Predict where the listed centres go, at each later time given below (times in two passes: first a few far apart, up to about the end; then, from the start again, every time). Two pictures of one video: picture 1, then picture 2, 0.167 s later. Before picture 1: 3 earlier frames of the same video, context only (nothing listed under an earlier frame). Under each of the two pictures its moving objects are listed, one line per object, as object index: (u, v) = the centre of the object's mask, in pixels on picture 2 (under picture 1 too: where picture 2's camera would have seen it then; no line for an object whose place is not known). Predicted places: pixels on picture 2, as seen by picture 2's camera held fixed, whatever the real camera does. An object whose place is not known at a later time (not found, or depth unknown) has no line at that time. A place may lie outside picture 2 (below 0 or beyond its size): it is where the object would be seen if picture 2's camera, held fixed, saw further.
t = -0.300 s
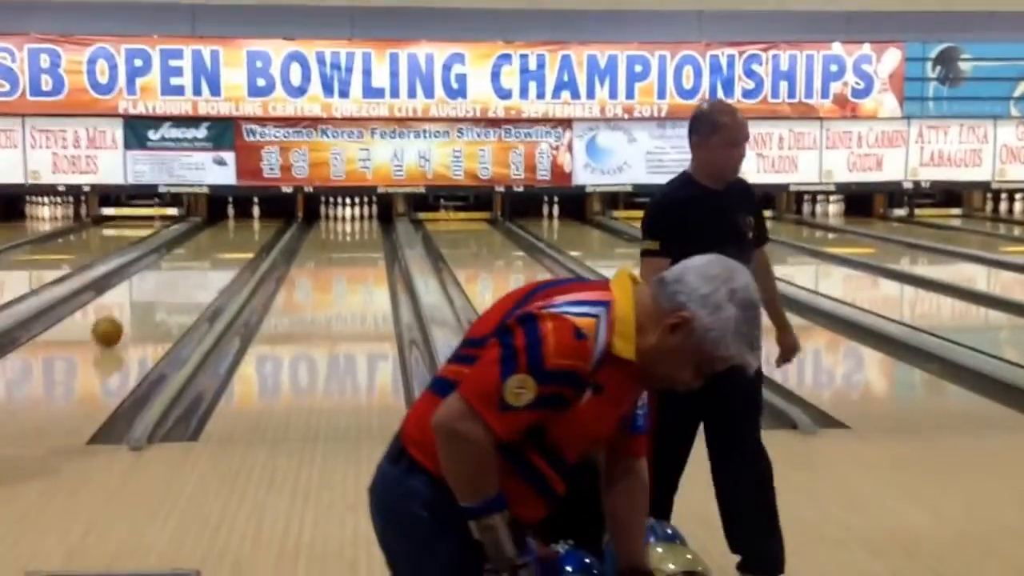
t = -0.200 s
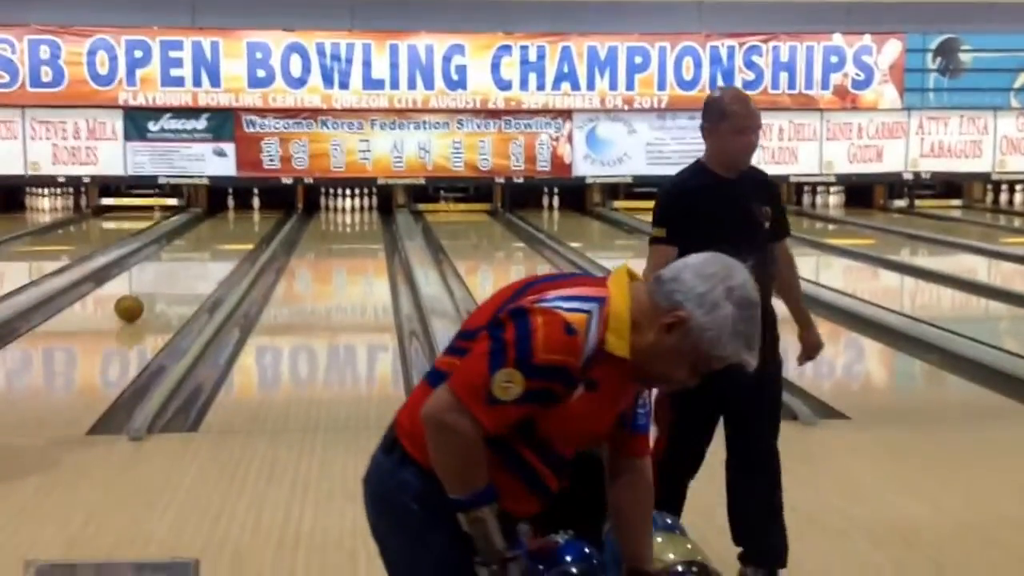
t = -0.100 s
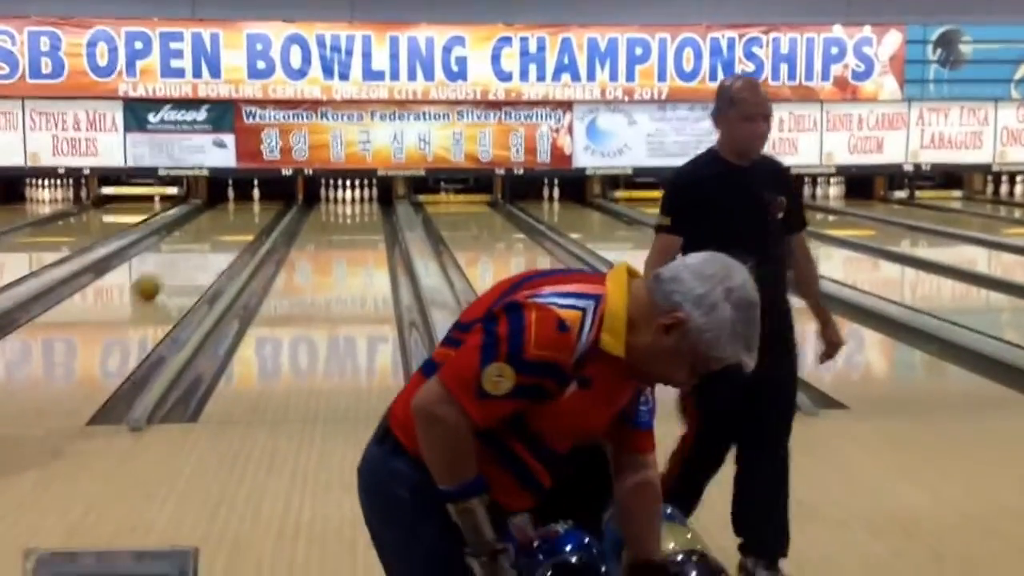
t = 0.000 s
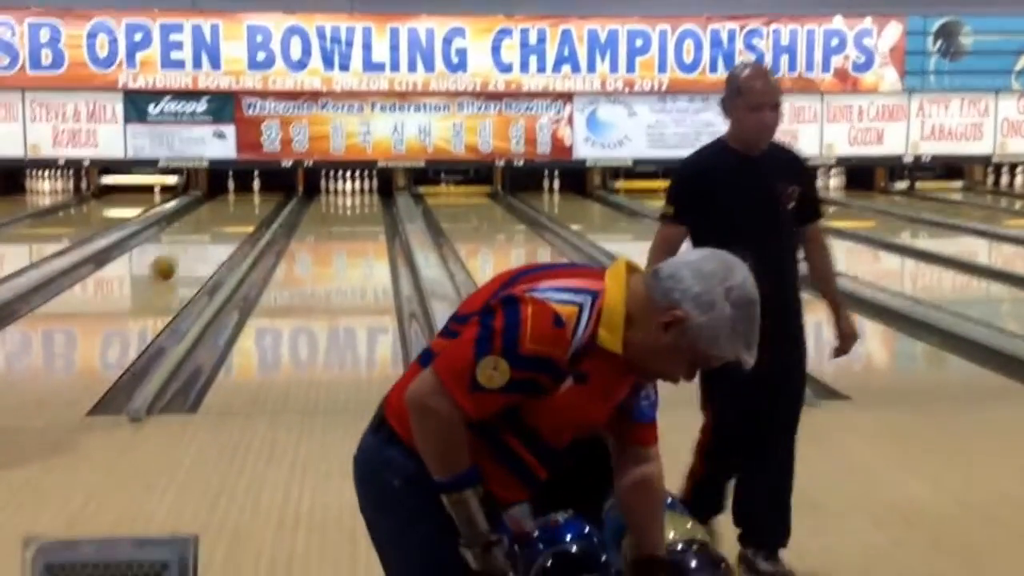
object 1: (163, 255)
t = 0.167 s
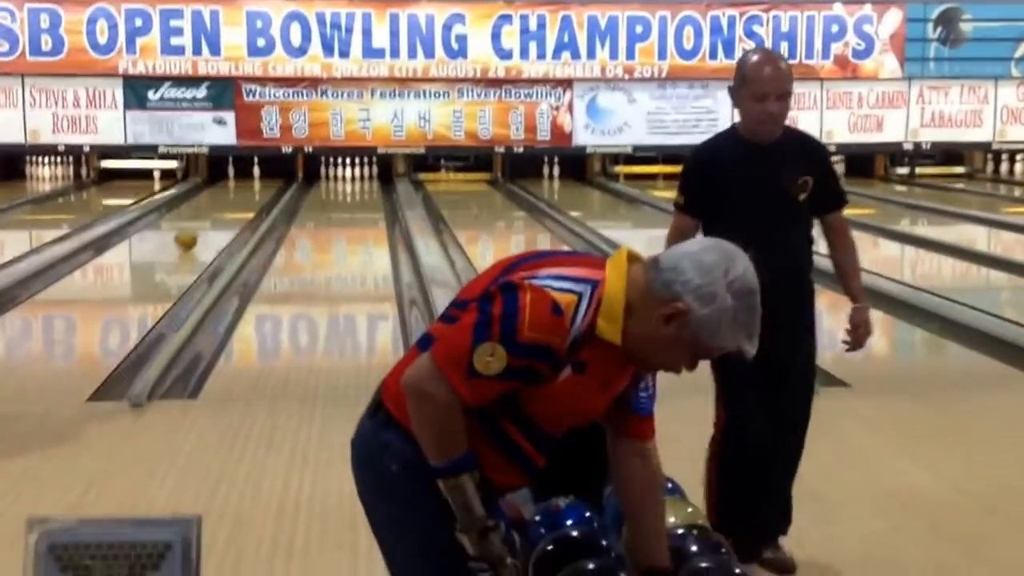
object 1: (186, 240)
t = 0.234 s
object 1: (194, 234)
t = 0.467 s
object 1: (217, 220)
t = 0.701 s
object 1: (233, 206)
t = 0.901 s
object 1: (243, 198)
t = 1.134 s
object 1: (251, 187)
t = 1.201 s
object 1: (252, 187)
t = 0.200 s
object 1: (190, 237)
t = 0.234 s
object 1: (194, 234)
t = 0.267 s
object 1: (197, 232)
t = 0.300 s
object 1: (200, 231)
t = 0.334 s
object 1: (204, 229)
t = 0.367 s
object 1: (207, 227)
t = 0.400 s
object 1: (210, 224)
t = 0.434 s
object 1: (214, 222)
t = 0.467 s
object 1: (217, 220)
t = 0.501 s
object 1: (220, 218)
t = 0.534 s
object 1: (222, 216)
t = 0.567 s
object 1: (225, 214)
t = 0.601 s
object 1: (227, 212)
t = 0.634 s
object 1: (230, 209)
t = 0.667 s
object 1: (232, 207)
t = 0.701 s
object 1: (233, 206)
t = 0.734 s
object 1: (235, 205)
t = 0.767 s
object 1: (237, 203)
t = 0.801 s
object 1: (239, 201)
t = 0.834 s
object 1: (240, 200)
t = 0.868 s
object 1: (241, 199)
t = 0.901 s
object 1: (243, 198)
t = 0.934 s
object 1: (244, 195)
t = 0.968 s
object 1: (246, 195)
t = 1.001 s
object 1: (248, 192)
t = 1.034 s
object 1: (249, 190)
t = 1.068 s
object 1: (250, 189)
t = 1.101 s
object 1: (251, 189)
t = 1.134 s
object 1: (251, 187)
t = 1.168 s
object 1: (252, 187)
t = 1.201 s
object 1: (252, 187)
